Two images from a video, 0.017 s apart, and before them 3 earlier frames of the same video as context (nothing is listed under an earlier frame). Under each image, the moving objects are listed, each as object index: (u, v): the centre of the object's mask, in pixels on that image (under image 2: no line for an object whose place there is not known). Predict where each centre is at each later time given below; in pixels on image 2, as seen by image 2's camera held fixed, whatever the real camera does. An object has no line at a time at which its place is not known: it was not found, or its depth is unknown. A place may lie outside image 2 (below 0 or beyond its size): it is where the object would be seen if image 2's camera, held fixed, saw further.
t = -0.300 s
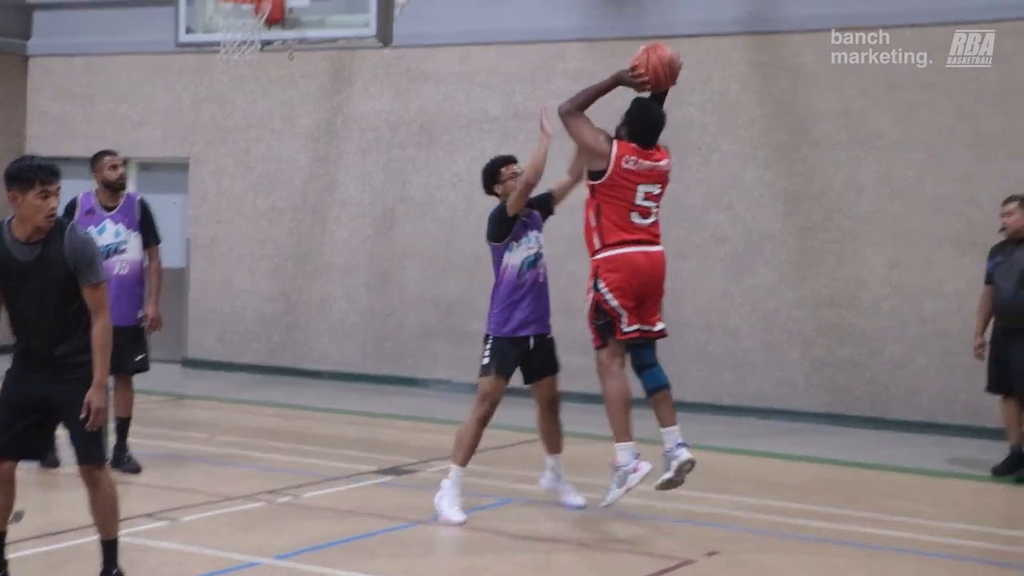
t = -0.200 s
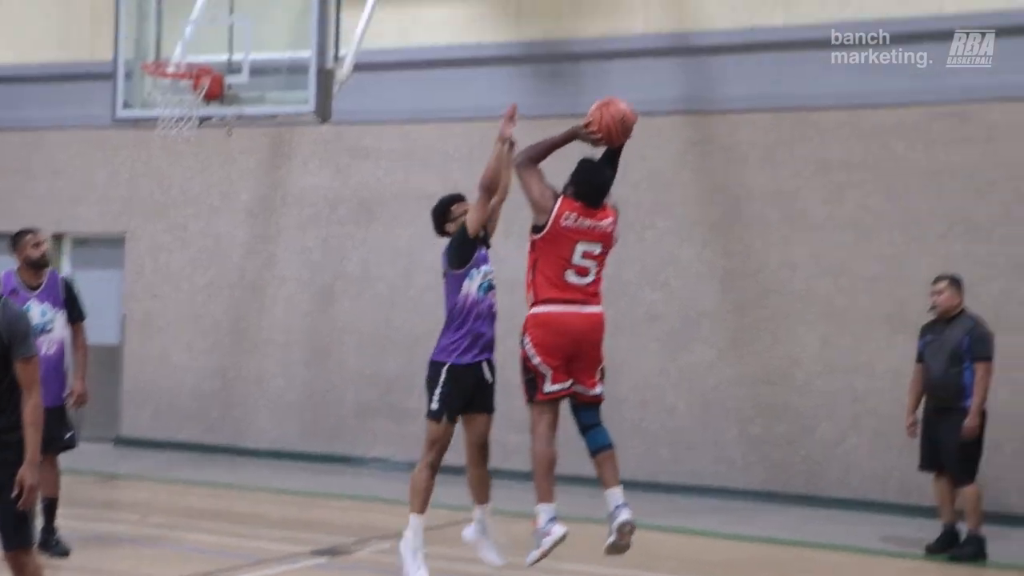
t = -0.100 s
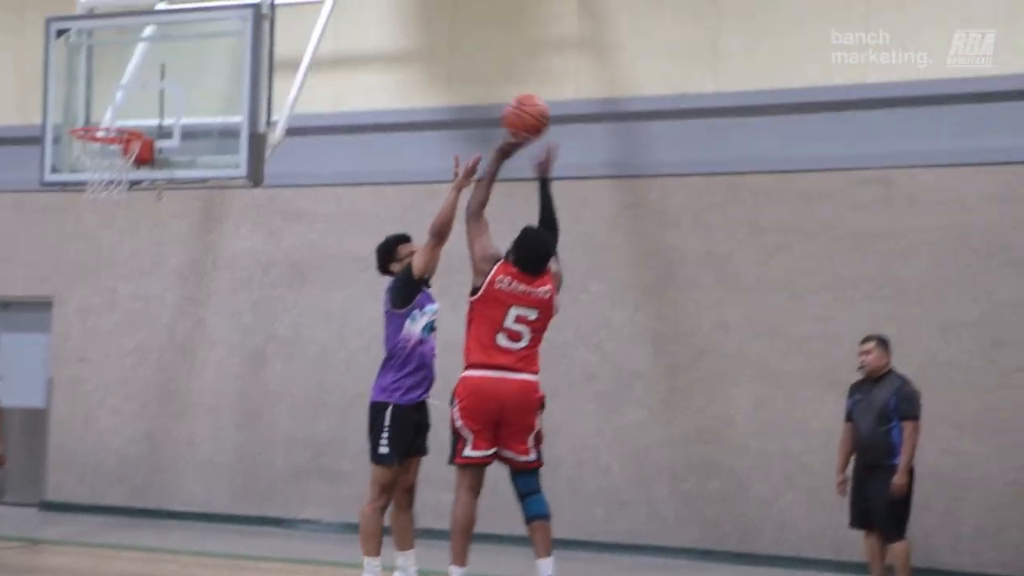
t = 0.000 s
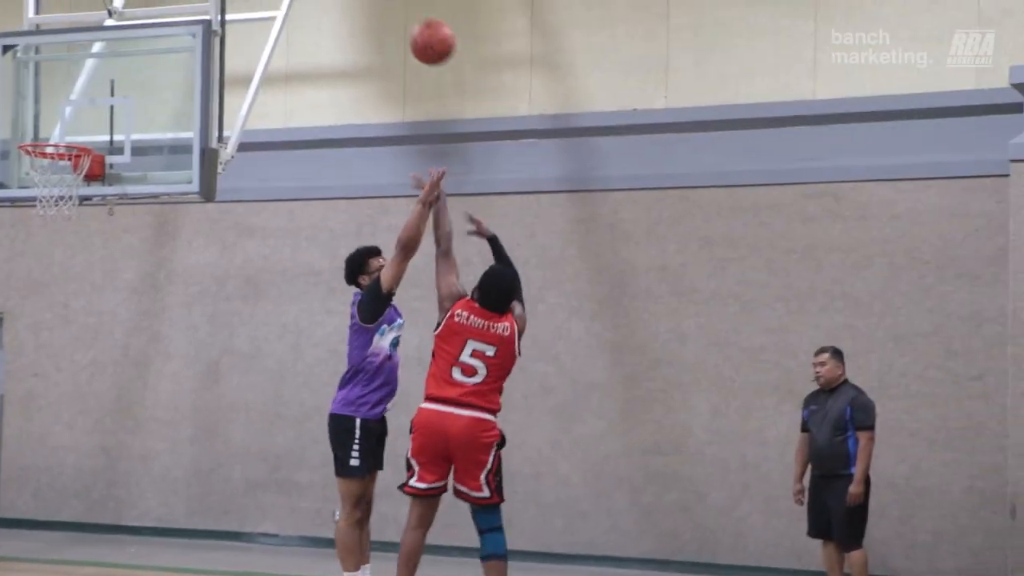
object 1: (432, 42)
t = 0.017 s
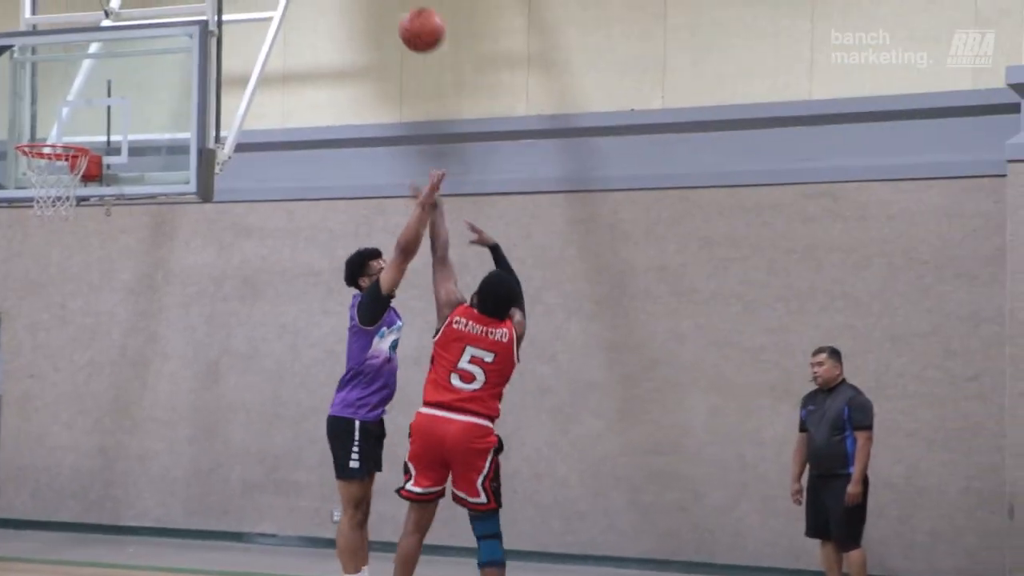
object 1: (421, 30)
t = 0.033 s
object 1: (415, 18)
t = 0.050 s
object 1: (408, 12)
